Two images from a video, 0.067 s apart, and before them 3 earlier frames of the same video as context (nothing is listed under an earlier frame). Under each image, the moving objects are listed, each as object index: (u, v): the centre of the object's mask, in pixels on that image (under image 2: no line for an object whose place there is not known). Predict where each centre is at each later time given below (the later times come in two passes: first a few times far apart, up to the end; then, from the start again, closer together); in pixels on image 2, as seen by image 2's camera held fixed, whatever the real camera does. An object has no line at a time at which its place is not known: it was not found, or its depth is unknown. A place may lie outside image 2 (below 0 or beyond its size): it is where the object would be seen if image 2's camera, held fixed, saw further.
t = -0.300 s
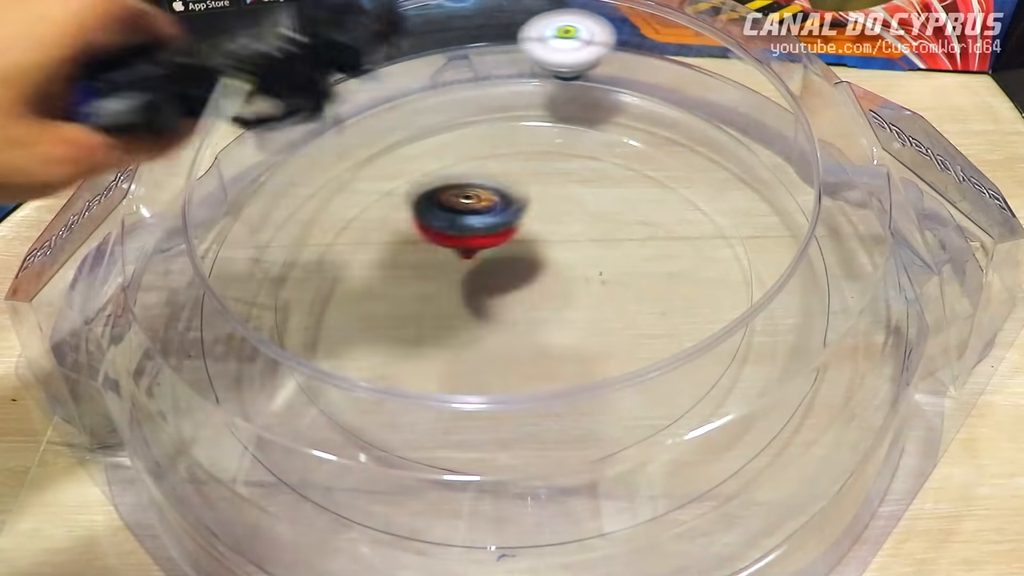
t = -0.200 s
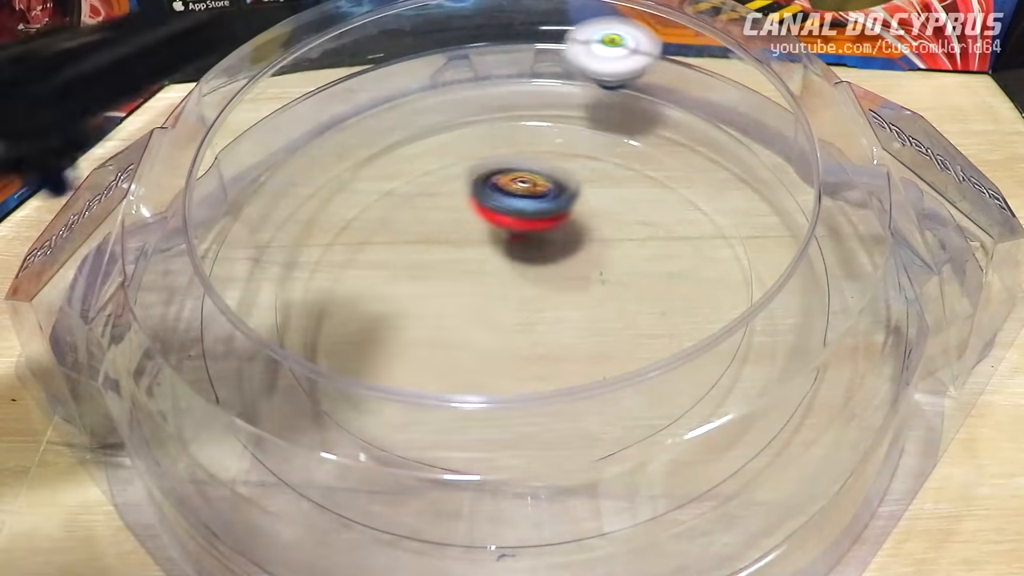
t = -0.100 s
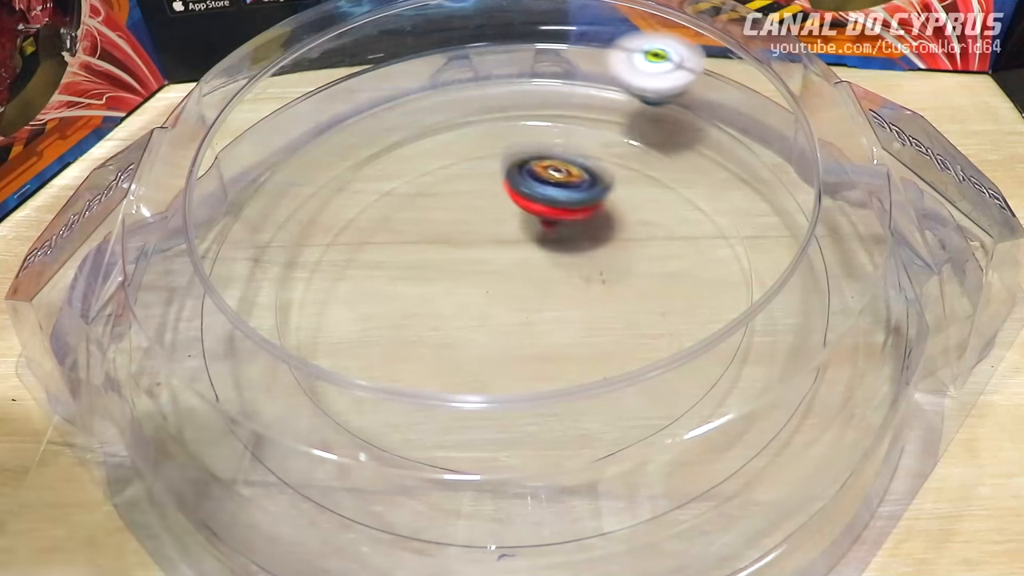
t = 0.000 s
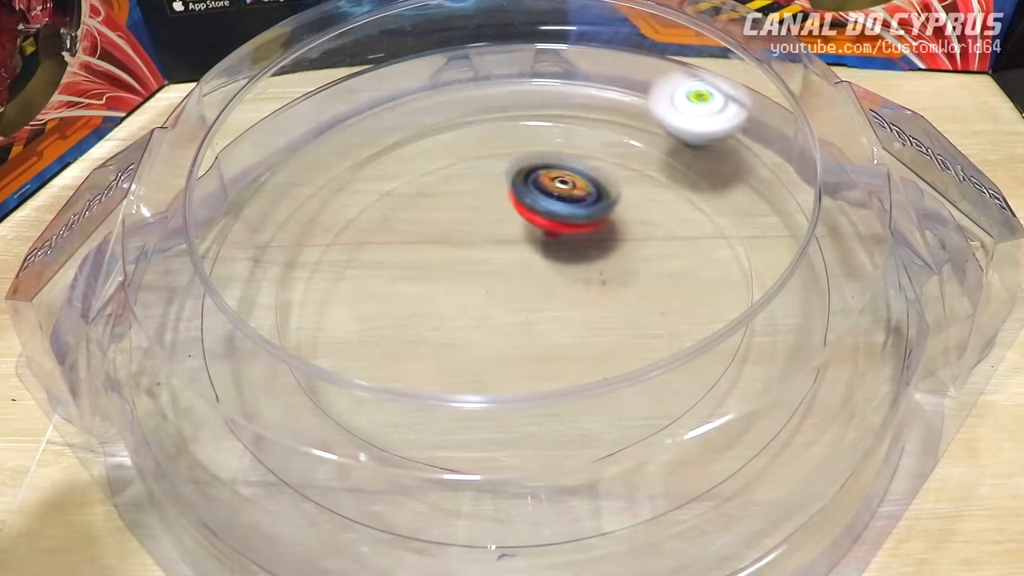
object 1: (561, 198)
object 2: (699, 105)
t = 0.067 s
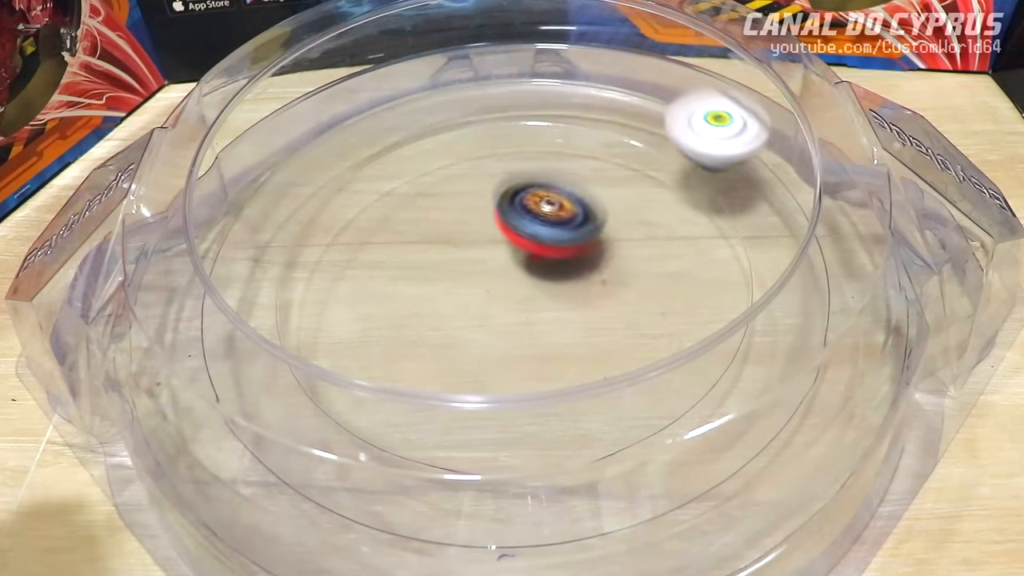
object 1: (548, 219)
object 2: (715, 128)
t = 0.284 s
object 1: (439, 263)
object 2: (723, 248)
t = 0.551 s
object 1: (338, 261)
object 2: (305, 386)
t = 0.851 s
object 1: (516, 264)
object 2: (245, 193)
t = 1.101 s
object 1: (562, 136)
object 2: (358, 112)
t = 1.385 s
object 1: (645, 65)
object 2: (293, 101)
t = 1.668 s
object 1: (752, 117)
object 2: (242, 170)
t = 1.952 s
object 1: (864, 170)
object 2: (305, 237)
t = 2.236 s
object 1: (888, 237)
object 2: (530, 276)
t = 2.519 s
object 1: (877, 246)
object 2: (522, 380)
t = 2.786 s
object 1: (811, 250)
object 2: (486, 300)
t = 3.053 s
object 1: (687, 263)
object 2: (558, 196)
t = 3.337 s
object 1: (561, 252)
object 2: (517, 122)
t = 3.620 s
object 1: (408, 340)
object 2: (582, 151)
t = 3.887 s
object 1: (567, 389)
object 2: (451, 288)
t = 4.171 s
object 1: (527, 209)
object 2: (314, 215)
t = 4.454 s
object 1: (464, 209)
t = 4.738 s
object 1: (542, 267)
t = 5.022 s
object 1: (551, 190)
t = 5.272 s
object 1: (470, 288)
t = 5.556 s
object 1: (643, 294)
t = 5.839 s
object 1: (523, 217)
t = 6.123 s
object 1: (414, 341)
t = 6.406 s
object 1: (586, 321)
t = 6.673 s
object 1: (483, 190)
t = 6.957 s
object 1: (345, 263)
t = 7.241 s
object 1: (552, 315)
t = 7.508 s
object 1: (582, 167)
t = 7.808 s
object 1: (431, 206)
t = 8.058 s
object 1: (528, 337)
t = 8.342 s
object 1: (661, 246)
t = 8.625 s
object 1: (485, 212)
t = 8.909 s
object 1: (426, 345)
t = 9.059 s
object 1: (519, 356)
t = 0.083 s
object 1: (542, 226)
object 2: (719, 135)
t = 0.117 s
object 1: (529, 236)
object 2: (726, 145)
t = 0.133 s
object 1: (521, 240)
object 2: (729, 152)
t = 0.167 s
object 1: (503, 249)
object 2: (734, 166)
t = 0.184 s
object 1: (494, 253)
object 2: (736, 172)
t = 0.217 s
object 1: (476, 259)
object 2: (737, 190)
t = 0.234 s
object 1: (466, 260)
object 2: (736, 202)
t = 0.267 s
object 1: (448, 263)
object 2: (730, 230)
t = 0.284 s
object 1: (439, 263)
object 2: (723, 248)
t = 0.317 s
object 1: (422, 262)
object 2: (705, 280)
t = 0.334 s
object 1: (413, 261)
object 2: (693, 297)
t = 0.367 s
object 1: (397, 258)
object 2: (659, 339)
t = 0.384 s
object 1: (389, 258)
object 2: (636, 356)
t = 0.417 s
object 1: (375, 255)
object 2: (581, 387)
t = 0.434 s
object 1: (368, 255)
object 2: (547, 400)
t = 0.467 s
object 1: (356, 254)
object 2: (472, 414)
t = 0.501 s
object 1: (347, 255)
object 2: (400, 408)
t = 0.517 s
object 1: (343, 257)
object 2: (362, 403)
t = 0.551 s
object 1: (338, 261)
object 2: (305, 386)
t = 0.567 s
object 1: (337, 264)
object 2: (279, 374)
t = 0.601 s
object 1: (338, 270)
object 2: (239, 355)
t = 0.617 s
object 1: (341, 272)
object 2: (220, 346)
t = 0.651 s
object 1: (352, 278)
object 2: (204, 327)
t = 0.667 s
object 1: (360, 281)
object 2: (199, 315)
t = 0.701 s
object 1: (381, 284)
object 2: (200, 287)
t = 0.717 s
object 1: (393, 285)
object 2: (204, 273)
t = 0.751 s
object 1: (423, 286)
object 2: (214, 248)
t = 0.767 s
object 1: (439, 286)
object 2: (229, 234)
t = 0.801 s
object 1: (471, 281)
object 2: (234, 216)
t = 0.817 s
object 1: (487, 277)
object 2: (236, 207)
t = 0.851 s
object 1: (516, 264)
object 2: (245, 193)
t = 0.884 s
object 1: (540, 249)
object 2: (258, 180)
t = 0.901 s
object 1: (551, 240)
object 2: (265, 173)
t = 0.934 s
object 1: (567, 221)
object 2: (277, 161)
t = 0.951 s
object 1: (573, 211)
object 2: (286, 155)
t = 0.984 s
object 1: (580, 192)
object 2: (301, 143)
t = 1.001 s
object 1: (581, 183)
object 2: (309, 139)
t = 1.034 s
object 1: (580, 166)
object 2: (325, 129)
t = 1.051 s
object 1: (577, 158)
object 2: (333, 124)
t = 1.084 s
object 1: (569, 143)
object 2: (349, 116)
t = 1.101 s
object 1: (562, 136)
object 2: (358, 112)
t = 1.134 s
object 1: (548, 121)
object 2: (374, 104)
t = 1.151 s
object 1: (540, 115)
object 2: (383, 101)
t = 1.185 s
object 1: (520, 103)
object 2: (401, 94)
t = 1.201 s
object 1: (510, 98)
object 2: (409, 92)
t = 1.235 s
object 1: (527, 92)
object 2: (384, 83)
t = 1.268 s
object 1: (552, 87)
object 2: (351, 74)
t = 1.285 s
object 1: (565, 86)
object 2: (339, 74)
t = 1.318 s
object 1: (595, 80)
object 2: (317, 83)
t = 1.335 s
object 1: (609, 75)
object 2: (313, 86)
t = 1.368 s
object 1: (636, 68)
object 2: (302, 98)
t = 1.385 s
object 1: (645, 65)
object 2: (293, 101)
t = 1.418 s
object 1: (663, 71)
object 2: (280, 111)
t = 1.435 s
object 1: (672, 74)
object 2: (276, 114)
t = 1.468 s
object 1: (688, 77)
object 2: (267, 121)
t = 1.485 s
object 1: (697, 78)
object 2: (263, 125)
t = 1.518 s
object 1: (715, 82)
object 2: (257, 131)
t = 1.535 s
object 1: (721, 85)
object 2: (255, 136)
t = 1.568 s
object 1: (732, 93)
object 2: (253, 145)
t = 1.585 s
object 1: (738, 98)
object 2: (250, 149)
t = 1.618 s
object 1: (746, 105)
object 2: (243, 158)
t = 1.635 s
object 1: (748, 109)
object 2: (244, 164)
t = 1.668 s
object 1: (752, 117)
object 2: (242, 170)
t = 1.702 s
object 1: (757, 124)
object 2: (244, 175)
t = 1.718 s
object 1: (760, 127)
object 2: (247, 177)
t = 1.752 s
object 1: (776, 131)
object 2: (256, 182)
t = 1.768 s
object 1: (783, 134)
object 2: (261, 186)
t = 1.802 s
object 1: (798, 138)
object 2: (267, 197)
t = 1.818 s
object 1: (805, 140)
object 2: (269, 203)
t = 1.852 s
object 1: (820, 147)
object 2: (272, 214)
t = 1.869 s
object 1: (825, 151)
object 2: (273, 219)
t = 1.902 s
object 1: (836, 160)
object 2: (281, 228)
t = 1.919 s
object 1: (842, 165)
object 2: (288, 234)
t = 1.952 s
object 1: (864, 170)
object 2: (305, 237)
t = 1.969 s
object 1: (867, 177)
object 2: (315, 237)
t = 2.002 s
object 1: (874, 186)
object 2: (340, 235)
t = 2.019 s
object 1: (874, 189)
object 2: (354, 235)
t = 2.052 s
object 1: (875, 198)
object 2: (385, 236)
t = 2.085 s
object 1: (878, 205)
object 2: (416, 239)
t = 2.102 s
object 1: (881, 210)
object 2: (430, 242)
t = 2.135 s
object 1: (890, 219)
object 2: (458, 249)
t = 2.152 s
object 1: (894, 224)
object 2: (471, 253)
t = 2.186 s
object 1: (893, 232)
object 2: (497, 260)
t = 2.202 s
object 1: (893, 235)
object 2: (508, 265)
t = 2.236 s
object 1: (888, 237)
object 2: (530, 276)
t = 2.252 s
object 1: (884, 237)
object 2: (540, 281)
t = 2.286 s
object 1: (879, 238)
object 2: (554, 297)
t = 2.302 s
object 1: (878, 238)
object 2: (561, 306)
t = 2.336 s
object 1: (876, 239)
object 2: (568, 325)
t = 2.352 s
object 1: (876, 240)
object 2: (568, 334)
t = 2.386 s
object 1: (878, 244)
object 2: (563, 348)
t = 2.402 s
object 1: (881, 245)
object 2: (558, 352)
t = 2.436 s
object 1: (884, 249)
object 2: (550, 366)
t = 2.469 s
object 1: (881, 248)
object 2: (539, 374)
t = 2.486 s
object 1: (878, 248)
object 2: (533, 377)
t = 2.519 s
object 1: (877, 246)
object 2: (522, 380)
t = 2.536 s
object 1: (872, 246)
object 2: (515, 381)
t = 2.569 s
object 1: (867, 245)
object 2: (502, 380)
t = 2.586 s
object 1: (869, 244)
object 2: (497, 377)
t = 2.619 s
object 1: (861, 244)
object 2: (489, 371)
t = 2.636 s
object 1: (857, 243)
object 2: (485, 362)
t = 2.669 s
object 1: (849, 244)
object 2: (481, 354)
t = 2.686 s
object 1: (844, 245)
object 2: (479, 349)
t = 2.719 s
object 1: (836, 247)
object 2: (478, 335)
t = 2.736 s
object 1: (832, 247)
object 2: (478, 326)
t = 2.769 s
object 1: (820, 250)
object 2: (483, 309)
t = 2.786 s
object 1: (811, 250)
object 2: (486, 300)
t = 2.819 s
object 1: (798, 251)
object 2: (498, 282)
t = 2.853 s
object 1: (785, 250)
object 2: (511, 266)
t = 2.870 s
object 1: (777, 251)
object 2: (518, 260)
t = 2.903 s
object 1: (757, 251)
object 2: (534, 247)
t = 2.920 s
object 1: (744, 251)
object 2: (543, 242)
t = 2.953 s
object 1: (724, 255)
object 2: (560, 233)
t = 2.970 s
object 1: (712, 254)
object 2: (569, 229)
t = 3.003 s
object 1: (687, 253)
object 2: (582, 225)
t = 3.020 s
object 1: (688, 256)
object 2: (577, 216)
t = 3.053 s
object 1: (687, 263)
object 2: (558, 196)
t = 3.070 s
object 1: (685, 265)
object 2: (550, 188)
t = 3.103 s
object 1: (679, 267)
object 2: (538, 171)
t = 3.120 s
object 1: (674, 268)
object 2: (532, 164)
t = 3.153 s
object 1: (664, 266)
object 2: (523, 154)
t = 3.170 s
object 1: (657, 264)
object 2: (520, 148)
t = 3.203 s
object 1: (645, 261)
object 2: (515, 140)
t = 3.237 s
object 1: (631, 255)
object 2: (511, 134)
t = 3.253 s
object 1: (622, 253)
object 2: (510, 130)
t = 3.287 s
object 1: (602, 251)
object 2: (510, 128)
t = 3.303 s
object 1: (589, 250)
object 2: (511, 126)
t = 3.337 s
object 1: (561, 252)
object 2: (517, 122)
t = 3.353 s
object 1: (547, 253)
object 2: (521, 120)
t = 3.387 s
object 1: (517, 258)
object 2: (530, 115)
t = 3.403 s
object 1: (503, 261)
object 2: (535, 112)
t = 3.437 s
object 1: (476, 268)
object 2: (544, 107)
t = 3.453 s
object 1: (465, 273)
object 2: (550, 106)
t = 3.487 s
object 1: (443, 282)
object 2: (561, 105)
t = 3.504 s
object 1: (434, 288)
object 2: (566, 107)
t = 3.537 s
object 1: (420, 301)
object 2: (575, 114)
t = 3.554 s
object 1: (415, 308)
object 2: (579, 120)
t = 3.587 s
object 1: (408, 324)
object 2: (582, 135)
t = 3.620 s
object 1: (408, 340)
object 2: (582, 151)
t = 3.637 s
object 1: (410, 346)
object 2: (581, 160)
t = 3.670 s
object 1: (419, 356)
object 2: (577, 181)
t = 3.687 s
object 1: (425, 360)
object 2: (572, 195)
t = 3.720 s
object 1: (437, 383)
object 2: (562, 217)
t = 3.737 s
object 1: (447, 391)
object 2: (555, 229)
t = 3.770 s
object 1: (469, 397)
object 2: (537, 250)
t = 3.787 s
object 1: (481, 397)
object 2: (527, 259)
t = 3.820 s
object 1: (511, 410)
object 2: (504, 273)
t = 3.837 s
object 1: (528, 409)
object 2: (491, 279)
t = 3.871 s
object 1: (552, 392)
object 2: (465, 286)
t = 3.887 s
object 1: (567, 389)
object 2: (451, 288)
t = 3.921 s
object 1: (586, 370)
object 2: (424, 289)
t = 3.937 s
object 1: (591, 351)
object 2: (411, 287)
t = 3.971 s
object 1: (606, 337)
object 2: (389, 281)
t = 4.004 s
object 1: (614, 319)
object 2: (369, 271)
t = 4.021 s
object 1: (612, 305)
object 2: (359, 266)
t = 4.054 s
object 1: (606, 282)
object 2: (340, 254)
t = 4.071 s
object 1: (600, 269)
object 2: (332, 248)
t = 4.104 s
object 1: (581, 246)
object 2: (320, 235)
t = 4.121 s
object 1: (570, 236)
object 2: (317, 229)
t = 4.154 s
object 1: (542, 217)
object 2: (314, 220)
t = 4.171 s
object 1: (527, 209)
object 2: (314, 215)
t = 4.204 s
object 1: (495, 196)
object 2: (319, 209)
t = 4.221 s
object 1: (478, 191)
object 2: (323, 205)
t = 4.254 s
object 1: (446, 184)
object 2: (336, 200)
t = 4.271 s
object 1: (447, 182)
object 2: (327, 199)
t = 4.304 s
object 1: (453, 180)
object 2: (309, 198)
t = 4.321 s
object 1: (457, 181)
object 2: (302, 196)
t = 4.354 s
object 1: (461, 185)
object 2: (299, 195)
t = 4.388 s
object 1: (464, 190)
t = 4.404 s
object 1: (465, 195)
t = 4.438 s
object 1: (465, 203)
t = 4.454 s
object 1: (464, 209)
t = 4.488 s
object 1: (463, 218)
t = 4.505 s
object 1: (462, 224)
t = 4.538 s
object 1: (461, 234)
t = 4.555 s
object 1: (464, 240)
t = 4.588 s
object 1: (470, 251)
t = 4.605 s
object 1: (476, 256)
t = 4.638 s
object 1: (490, 264)
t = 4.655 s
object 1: (498, 267)
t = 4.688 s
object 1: (515, 270)
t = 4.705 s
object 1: (525, 271)
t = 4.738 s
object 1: (542, 267)
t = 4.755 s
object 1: (551, 266)
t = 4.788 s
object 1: (566, 258)
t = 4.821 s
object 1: (578, 248)
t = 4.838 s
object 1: (581, 242)
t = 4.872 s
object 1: (585, 231)
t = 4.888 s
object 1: (585, 224)
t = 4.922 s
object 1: (583, 212)
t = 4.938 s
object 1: (580, 206)
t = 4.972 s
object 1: (571, 198)
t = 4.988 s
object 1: (565, 195)
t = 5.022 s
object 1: (551, 190)
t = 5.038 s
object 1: (543, 190)
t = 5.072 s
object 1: (524, 193)
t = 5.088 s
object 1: (515, 196)
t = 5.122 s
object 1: (497, 206)
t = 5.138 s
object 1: (489, 212)
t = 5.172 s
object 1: (475, 229)
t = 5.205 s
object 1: (467, 247)
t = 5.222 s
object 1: (465, 258)
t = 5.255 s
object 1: (467, 277)
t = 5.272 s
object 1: (470, 288)
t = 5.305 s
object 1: (483, 305)
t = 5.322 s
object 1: (490, 311)
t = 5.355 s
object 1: (512, 325)
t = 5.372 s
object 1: (525, 329)
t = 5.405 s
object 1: (551, 332)
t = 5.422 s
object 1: (564, 331)
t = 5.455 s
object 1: (590, 326)
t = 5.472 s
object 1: (602, 323)
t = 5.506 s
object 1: (622, 314)
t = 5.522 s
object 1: (630, 308)
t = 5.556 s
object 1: (643, 294)
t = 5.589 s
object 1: (648, 280)
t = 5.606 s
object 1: (650, 272)
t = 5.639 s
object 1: (646, 257)
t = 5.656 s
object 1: (643, 249)
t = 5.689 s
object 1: (631, 237)
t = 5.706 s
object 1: (623, 231)
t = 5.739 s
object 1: (603, 223)
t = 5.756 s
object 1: (592, 219)
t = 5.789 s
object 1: (566, 216)
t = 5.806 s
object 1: (552, 216)
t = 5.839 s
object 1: (523, 217)
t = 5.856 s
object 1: (509, 221)
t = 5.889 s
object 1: (480, 227)
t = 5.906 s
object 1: (467, 234)
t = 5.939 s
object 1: (442, 247)
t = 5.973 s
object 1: (424, 261)
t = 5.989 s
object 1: (416, 270)
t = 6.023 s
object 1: (406, 288)
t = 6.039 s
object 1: (404, 298)
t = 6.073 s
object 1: (403, 315)
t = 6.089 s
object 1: (405, 324)
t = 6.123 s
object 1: (414, 341)
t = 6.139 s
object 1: (421, 346)
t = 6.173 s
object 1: (439, 354)
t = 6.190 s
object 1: (449, 357)
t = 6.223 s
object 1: (471, 360)
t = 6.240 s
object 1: (482, 361)
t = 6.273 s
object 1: (507, 361)
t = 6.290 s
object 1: (519, 359)
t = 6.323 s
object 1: (543, 352)
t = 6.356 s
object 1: (564, 344)
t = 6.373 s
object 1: (573, 338)
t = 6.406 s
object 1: (586, 321)
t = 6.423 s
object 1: (590, 312)
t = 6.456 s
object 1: (595, 291)
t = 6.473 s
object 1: (594, 281)
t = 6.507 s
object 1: (588, 260)
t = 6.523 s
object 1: (583, 250)
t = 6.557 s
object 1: (568, 231)
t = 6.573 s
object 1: (557, 222)
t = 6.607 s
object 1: (534, 206)
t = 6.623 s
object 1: (521, 200)
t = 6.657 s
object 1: (495, 191)
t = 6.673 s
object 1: (483, 190)
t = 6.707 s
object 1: (457, 187)
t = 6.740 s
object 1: (432, 190)
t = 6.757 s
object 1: (420, 192)
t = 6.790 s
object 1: (398, 197)
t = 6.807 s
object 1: (388, 201)
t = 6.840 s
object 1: (371, 211)
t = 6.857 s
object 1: (364, 217)
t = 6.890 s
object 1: (352, 231)
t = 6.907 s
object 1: (349, 238)
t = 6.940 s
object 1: (345, 255)
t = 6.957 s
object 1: (345, 263)
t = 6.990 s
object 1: (352, 281)
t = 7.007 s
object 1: (358, 290)
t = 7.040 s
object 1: (374, 303)
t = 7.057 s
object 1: (386, 311)
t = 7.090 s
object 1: (412, 322)
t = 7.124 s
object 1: (439, 330)
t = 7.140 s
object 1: (456, 333)
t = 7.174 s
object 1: (490, 333)
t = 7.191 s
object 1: (506, 331)
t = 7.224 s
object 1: (539, 323)
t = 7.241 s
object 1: (552, 315)
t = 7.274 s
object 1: (578, 299)
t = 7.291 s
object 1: (589, 289)
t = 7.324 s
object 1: (603, 268)
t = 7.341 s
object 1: (609, 257)
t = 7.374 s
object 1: (613, 235)
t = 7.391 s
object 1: (614, 226)
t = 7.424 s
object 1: (610, 206)
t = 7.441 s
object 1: (606, 197)
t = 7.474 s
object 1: (595, 180)
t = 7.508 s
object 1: (582, 167)
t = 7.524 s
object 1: (575, 162)
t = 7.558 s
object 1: (558, 154)
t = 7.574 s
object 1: (549, 151)
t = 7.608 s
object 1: (530, 148)
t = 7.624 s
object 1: (521, 147)
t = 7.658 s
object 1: (501, 150)
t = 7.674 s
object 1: (491, 153)
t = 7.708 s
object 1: (473, 161)
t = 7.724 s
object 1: (463, 165)
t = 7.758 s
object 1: (449, 180)
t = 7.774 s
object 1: (443, 189)
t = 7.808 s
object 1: (431, 206)
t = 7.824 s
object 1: (426, 217)
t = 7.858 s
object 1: (421, 237)
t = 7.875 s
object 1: (421, 248)
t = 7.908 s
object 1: (426, 272)
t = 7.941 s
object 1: (438, 293)
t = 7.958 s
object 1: (447, 305)
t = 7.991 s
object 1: (469, 320)
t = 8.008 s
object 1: (483, 326)
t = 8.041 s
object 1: (512, 334)
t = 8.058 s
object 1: (528, 337)
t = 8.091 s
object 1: (557, 335)
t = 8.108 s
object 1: (571, 334)
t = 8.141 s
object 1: (598, 327)
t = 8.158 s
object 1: (610, 322)
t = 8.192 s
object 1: (631, 311)
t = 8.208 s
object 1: (639, 304)
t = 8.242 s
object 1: (652, 288)
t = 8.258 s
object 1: (656, 282)
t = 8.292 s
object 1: (662, 266)
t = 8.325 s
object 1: (663, 252)
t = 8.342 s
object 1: (661, 246)
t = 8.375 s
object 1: (652, 231)
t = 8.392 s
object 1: (647, 226)
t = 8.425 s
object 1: (632, 214)
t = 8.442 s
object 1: (622, 209)
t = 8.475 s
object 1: (601, 203)
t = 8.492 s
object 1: (590, 201)
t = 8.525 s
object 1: (565, 199)
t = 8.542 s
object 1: (552, 200)
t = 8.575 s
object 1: (525, 202)
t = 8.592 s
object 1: (512, 205)
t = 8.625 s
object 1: (485, 212)
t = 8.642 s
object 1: (472, 218)
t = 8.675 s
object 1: (448, 230)
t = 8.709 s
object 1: (429, 246)
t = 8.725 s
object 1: (421, 255)
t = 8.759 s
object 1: (411, 273)
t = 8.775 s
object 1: (406, 282)
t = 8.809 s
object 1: (403, 301)
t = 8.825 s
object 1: (404, 309)
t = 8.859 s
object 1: (408, 325)
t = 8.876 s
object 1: (413, 333)
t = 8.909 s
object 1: (426, 345)
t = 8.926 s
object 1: (433, 349)
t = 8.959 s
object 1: (452, 354)
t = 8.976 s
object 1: (462, 357)
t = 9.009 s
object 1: (485, 359)
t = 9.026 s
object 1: (496, 358)
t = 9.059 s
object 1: (519, 356)
